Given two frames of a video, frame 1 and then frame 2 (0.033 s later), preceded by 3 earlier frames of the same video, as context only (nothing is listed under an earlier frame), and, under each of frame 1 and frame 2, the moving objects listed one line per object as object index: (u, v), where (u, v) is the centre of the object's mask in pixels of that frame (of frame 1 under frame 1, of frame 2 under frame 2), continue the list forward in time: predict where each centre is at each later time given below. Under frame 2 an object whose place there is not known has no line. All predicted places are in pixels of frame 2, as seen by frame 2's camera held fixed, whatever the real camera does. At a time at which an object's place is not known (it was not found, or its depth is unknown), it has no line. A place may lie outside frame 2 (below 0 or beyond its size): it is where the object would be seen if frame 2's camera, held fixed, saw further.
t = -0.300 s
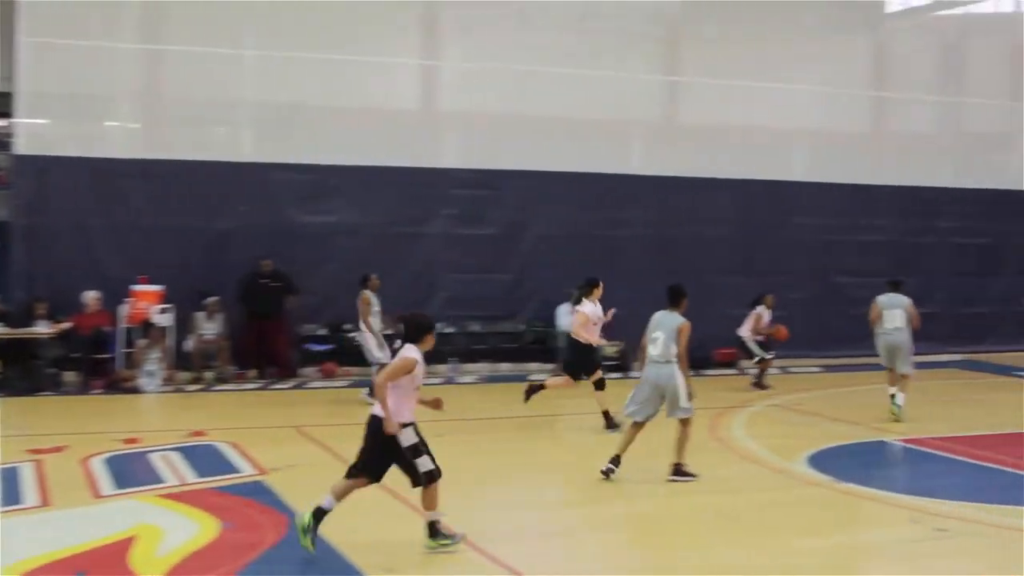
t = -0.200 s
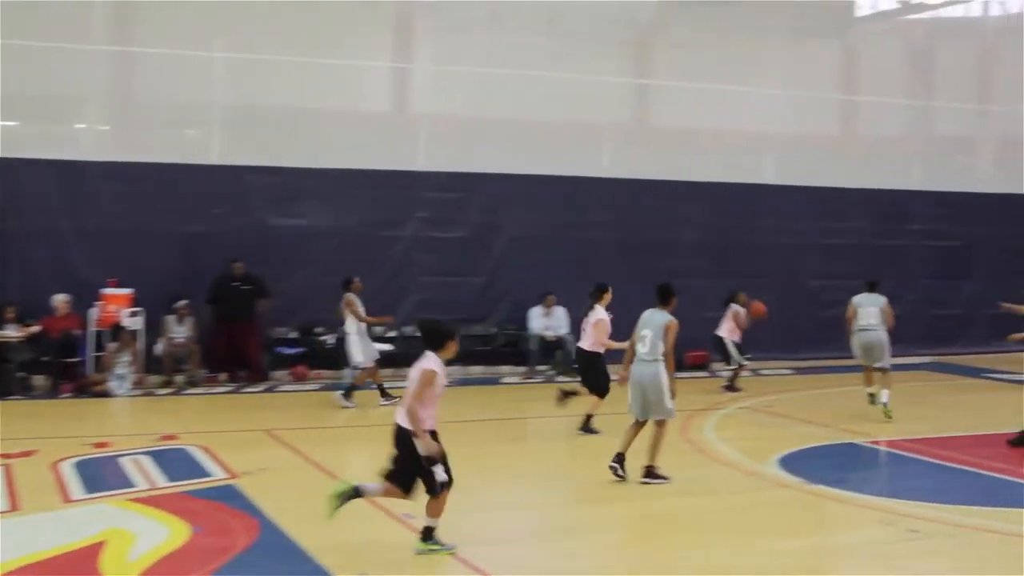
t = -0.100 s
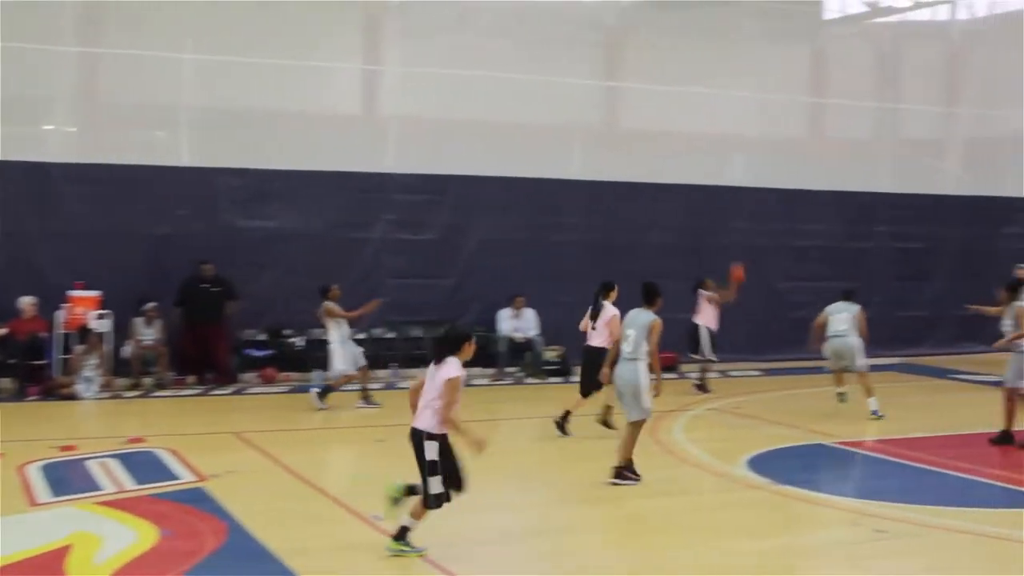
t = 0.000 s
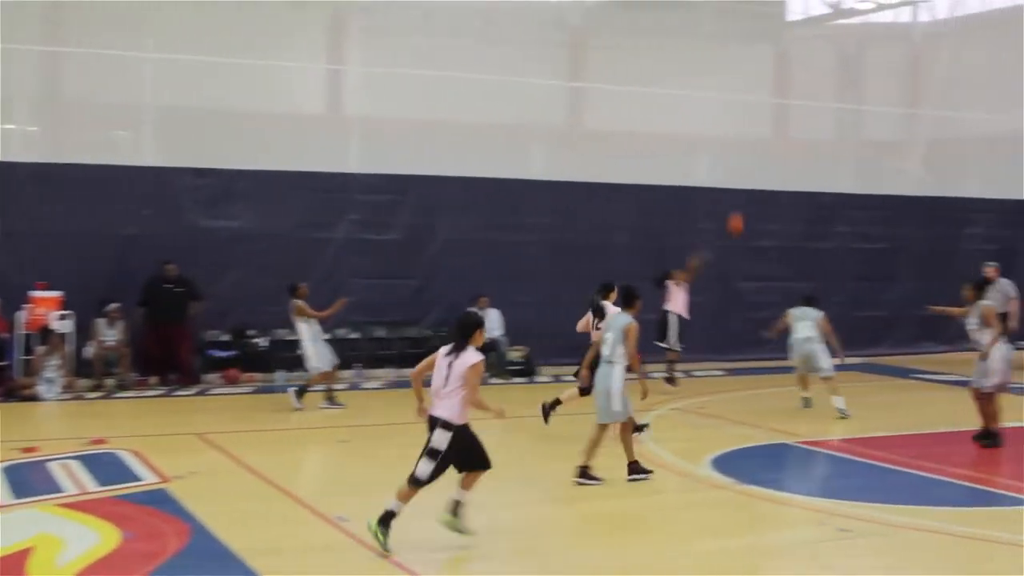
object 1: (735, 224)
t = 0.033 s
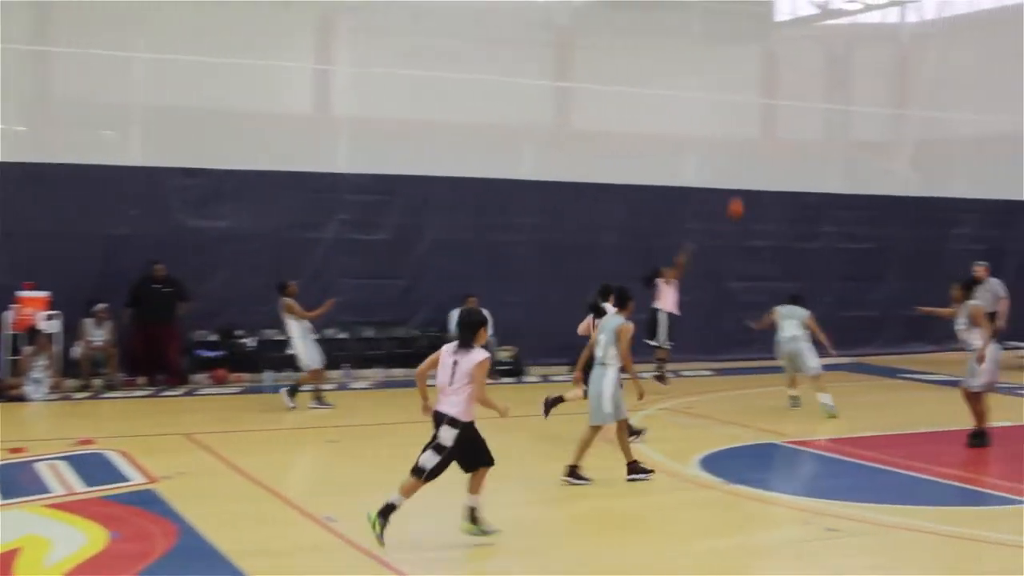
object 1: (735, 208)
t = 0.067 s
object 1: (747, 196)
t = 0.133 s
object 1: (770, 167)
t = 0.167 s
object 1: (782, 154)
